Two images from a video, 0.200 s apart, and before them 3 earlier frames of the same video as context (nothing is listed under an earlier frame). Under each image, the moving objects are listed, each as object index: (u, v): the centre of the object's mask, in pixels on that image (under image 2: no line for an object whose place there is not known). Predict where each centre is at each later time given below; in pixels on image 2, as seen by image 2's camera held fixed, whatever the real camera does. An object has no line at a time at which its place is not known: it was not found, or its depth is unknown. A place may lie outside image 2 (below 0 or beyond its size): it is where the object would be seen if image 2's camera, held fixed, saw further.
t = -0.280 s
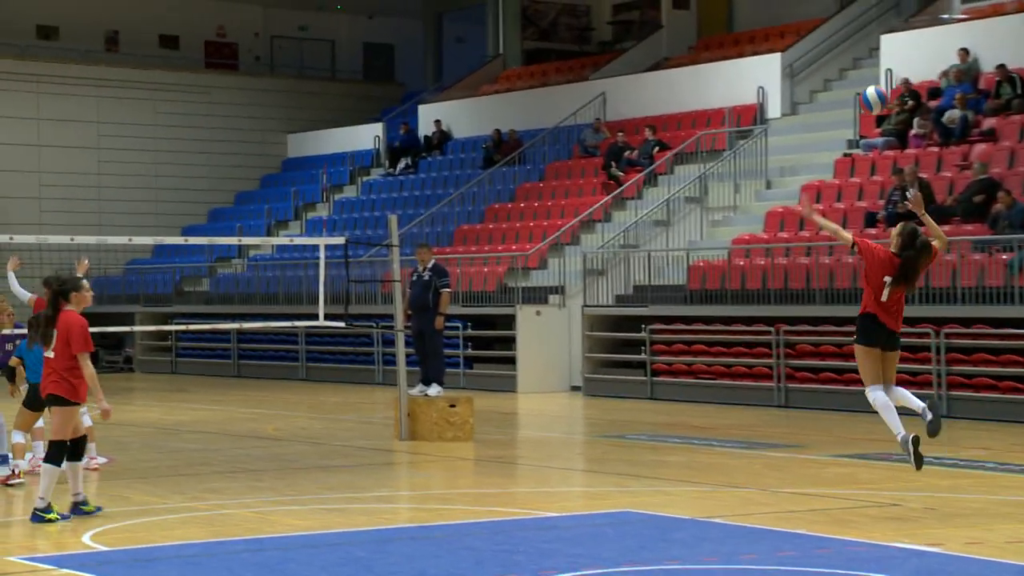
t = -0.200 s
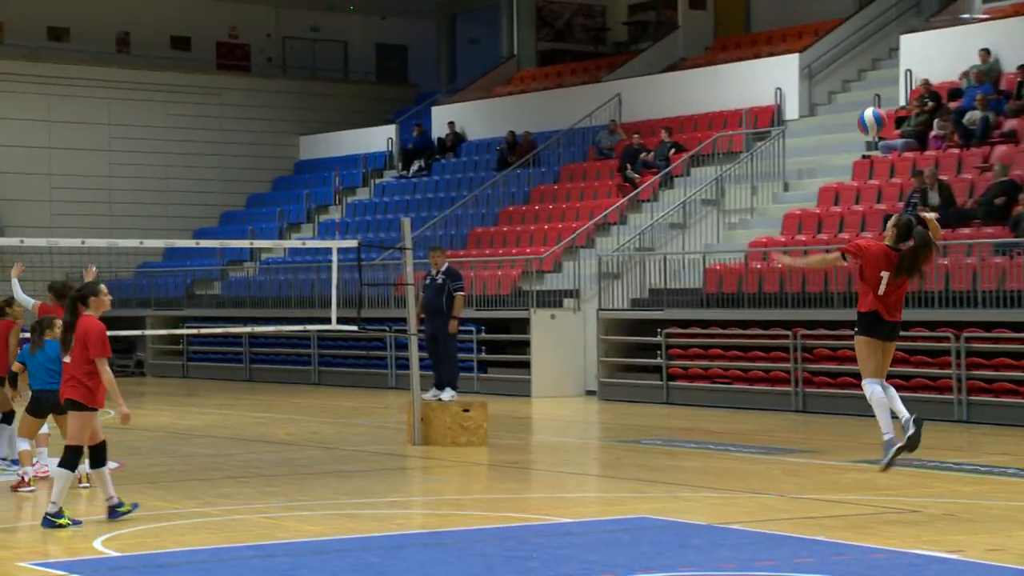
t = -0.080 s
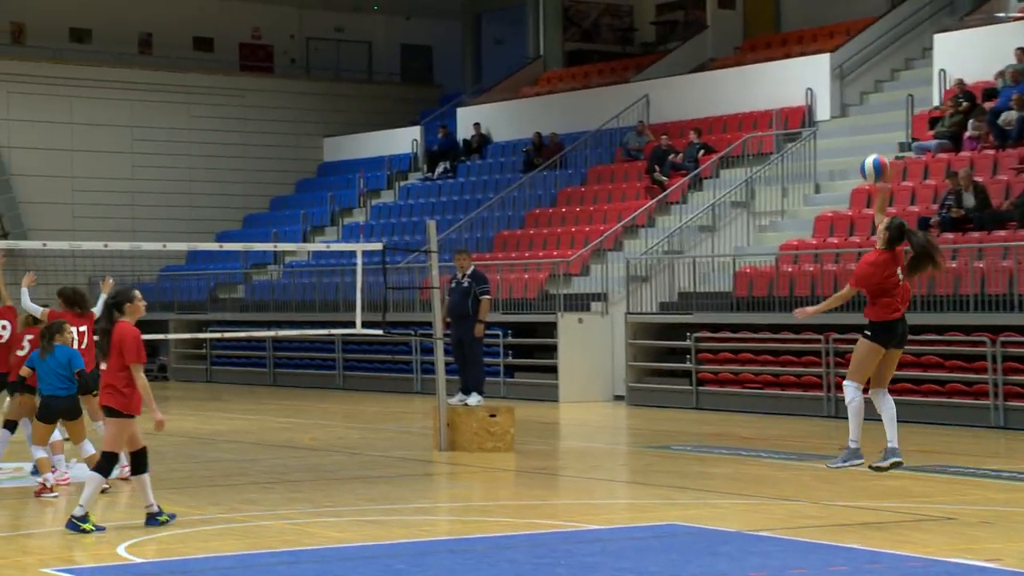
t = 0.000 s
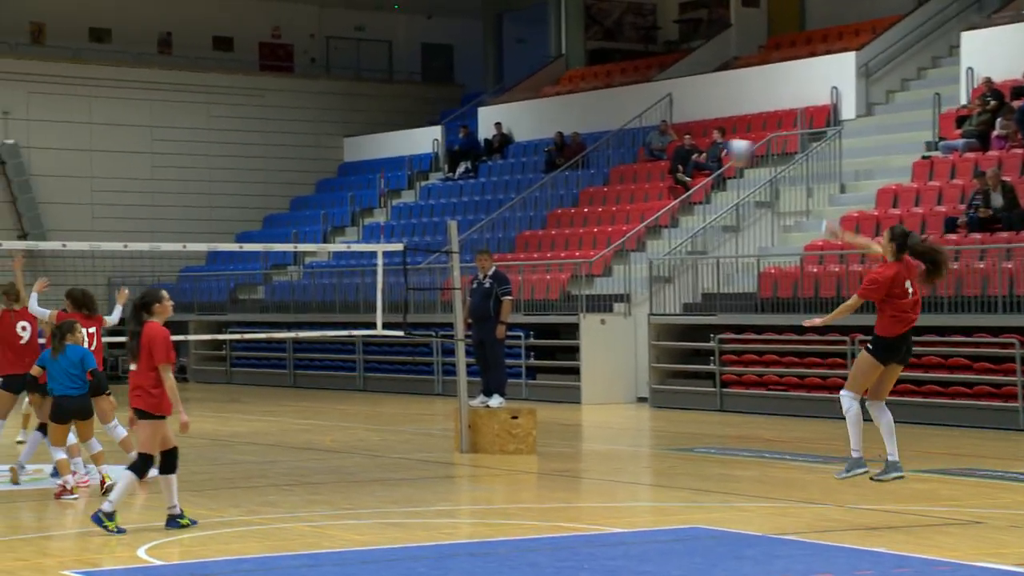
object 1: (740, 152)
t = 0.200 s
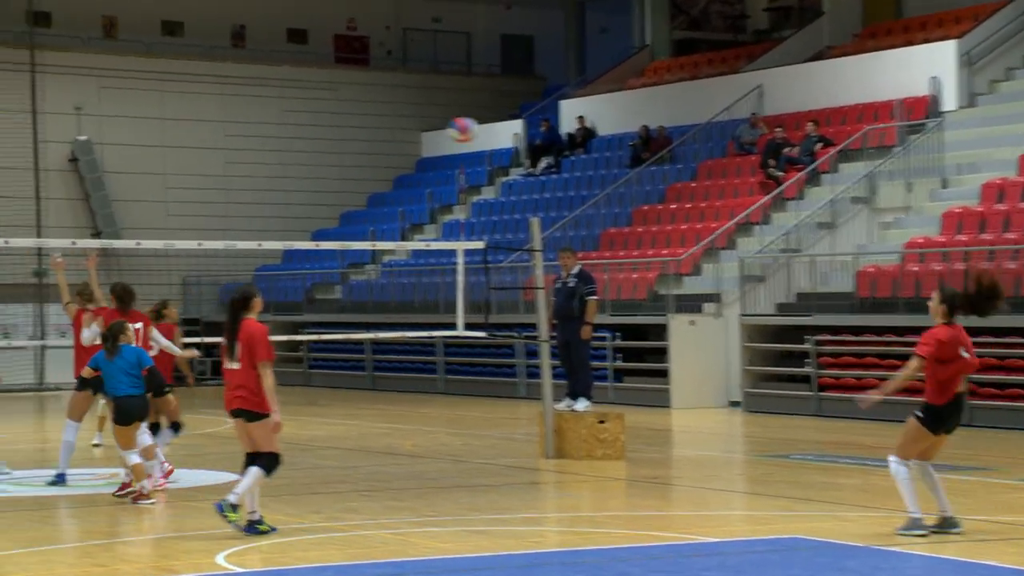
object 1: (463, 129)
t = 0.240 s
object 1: (403, 132)
